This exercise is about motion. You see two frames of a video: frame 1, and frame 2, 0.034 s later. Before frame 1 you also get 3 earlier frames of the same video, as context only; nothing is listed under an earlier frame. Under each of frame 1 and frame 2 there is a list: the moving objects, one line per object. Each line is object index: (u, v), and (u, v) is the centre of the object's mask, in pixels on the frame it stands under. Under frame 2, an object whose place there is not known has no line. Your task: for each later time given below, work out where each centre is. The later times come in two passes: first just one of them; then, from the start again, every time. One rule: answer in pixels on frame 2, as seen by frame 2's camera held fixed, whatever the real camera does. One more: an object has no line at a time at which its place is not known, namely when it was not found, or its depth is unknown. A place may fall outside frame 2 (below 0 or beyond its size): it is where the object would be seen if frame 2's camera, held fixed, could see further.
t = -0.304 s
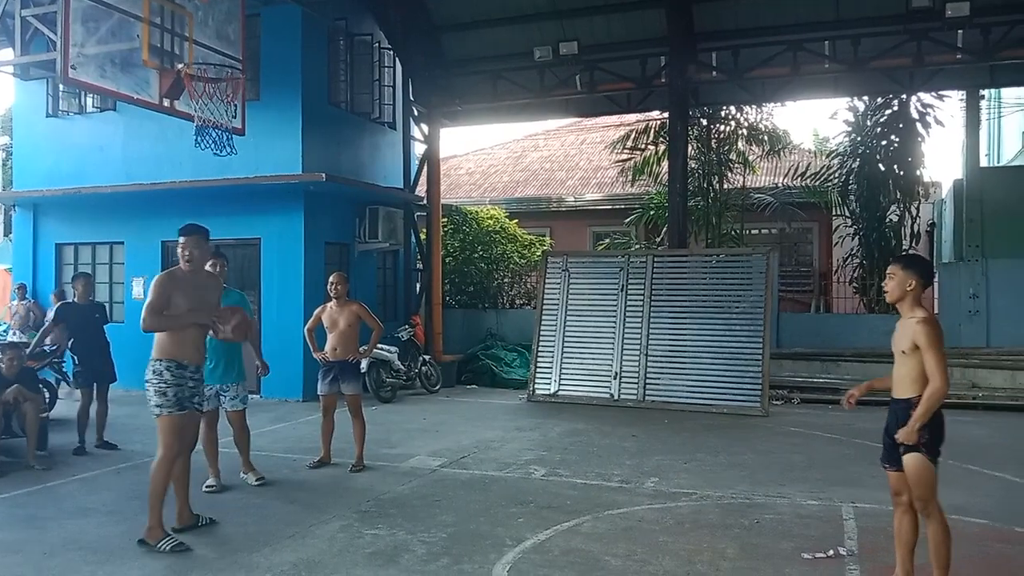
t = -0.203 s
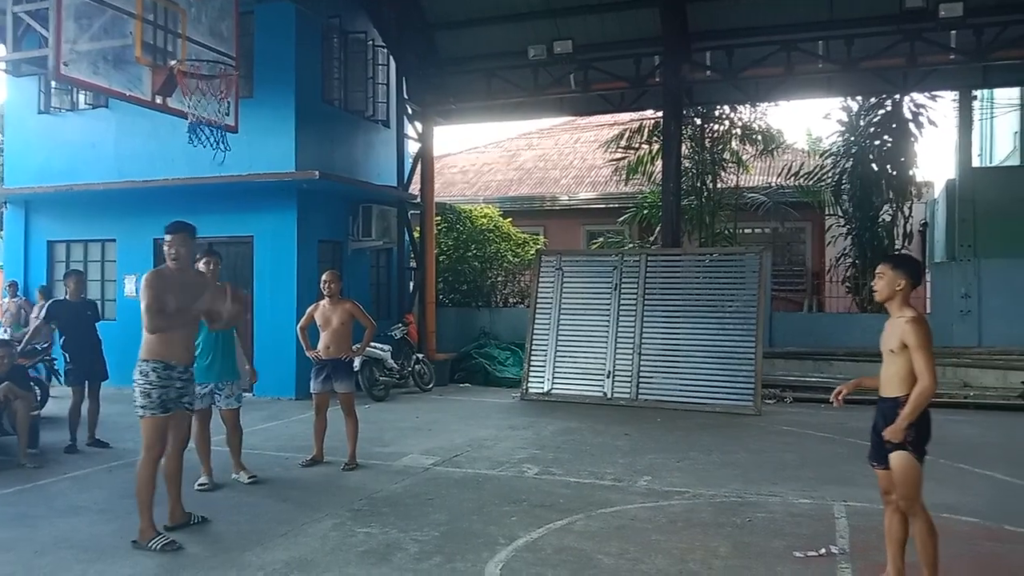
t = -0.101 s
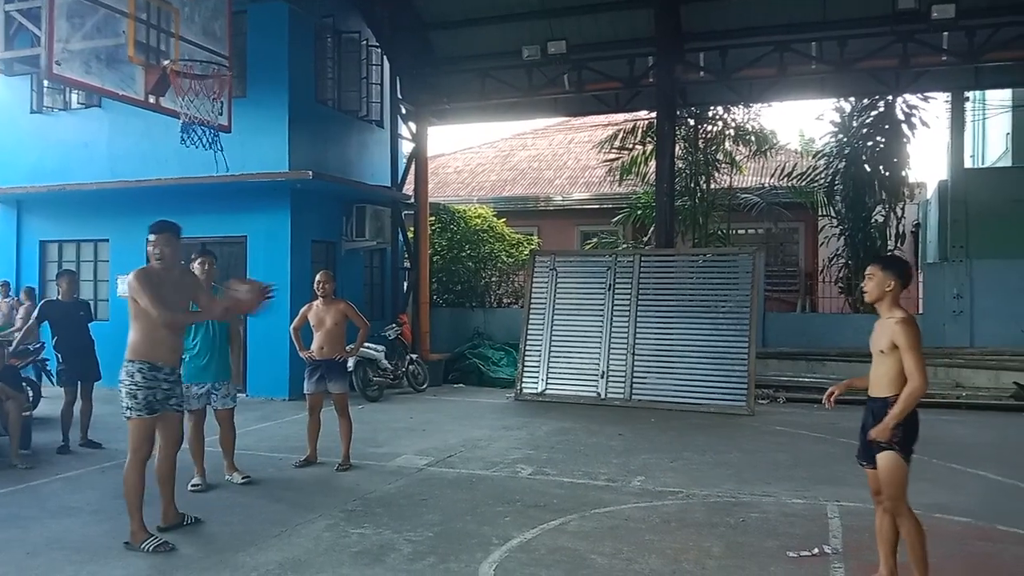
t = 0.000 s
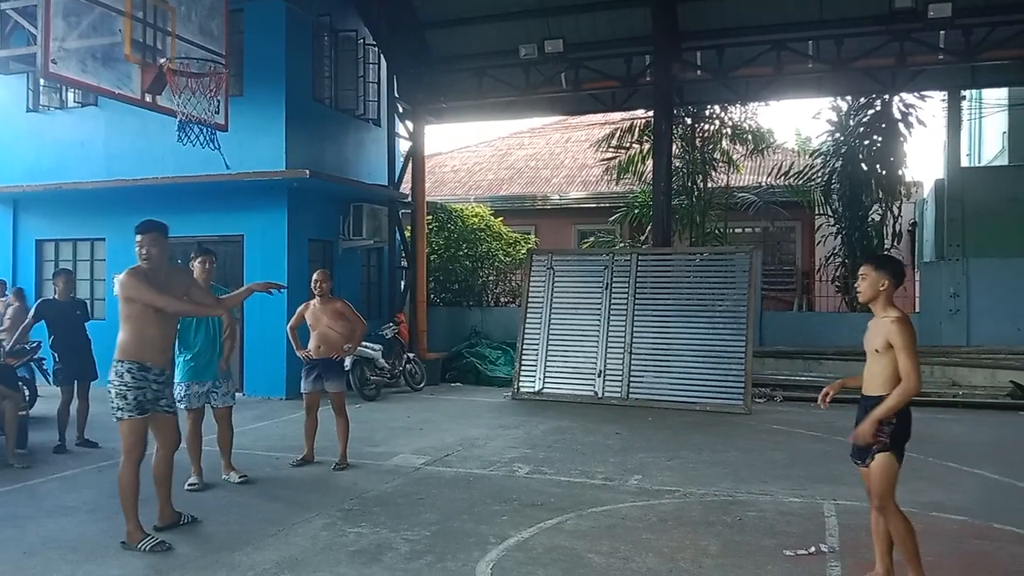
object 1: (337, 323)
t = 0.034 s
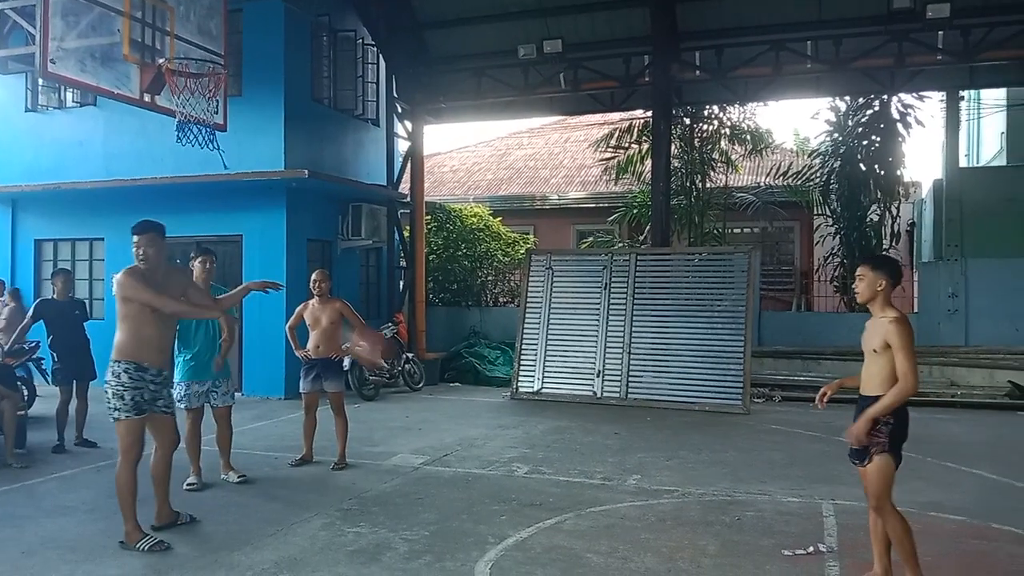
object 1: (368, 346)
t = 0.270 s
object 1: (611, 528)
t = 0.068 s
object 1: (400, 364)
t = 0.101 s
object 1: (429, 383)
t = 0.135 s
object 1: (464, 407)
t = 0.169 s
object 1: (503, 435)
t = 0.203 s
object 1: (536, 461)
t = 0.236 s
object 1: (571, 494)
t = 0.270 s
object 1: (611, 528)
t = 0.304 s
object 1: (636, 540)
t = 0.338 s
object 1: (651, 519)
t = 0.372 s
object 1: (669, 497)
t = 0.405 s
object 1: (686, 476)
